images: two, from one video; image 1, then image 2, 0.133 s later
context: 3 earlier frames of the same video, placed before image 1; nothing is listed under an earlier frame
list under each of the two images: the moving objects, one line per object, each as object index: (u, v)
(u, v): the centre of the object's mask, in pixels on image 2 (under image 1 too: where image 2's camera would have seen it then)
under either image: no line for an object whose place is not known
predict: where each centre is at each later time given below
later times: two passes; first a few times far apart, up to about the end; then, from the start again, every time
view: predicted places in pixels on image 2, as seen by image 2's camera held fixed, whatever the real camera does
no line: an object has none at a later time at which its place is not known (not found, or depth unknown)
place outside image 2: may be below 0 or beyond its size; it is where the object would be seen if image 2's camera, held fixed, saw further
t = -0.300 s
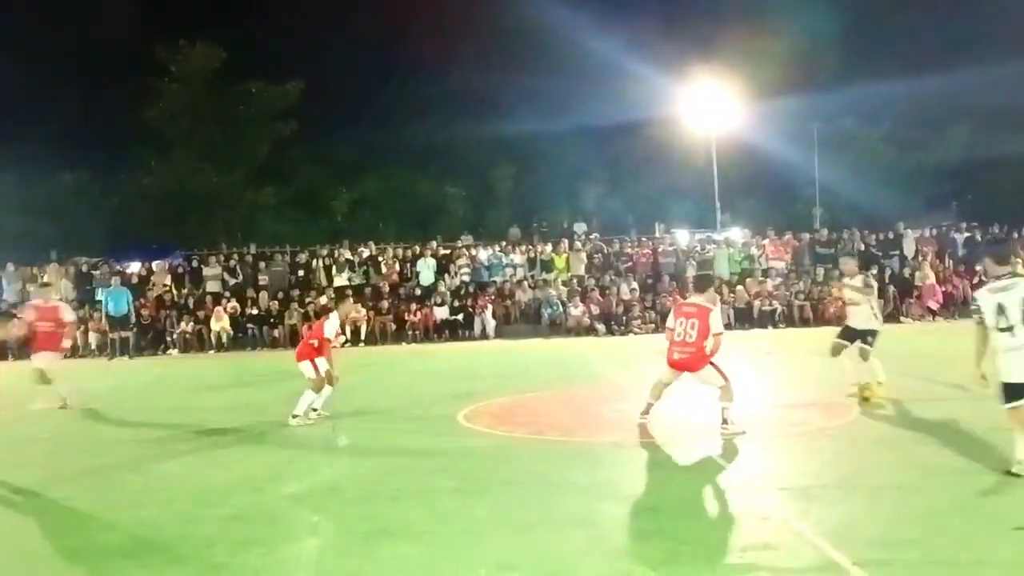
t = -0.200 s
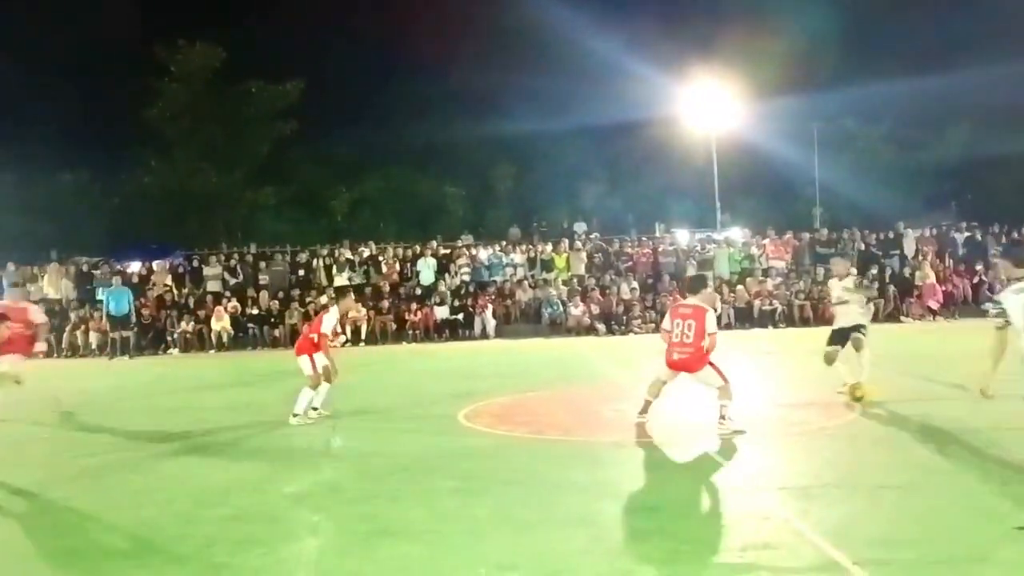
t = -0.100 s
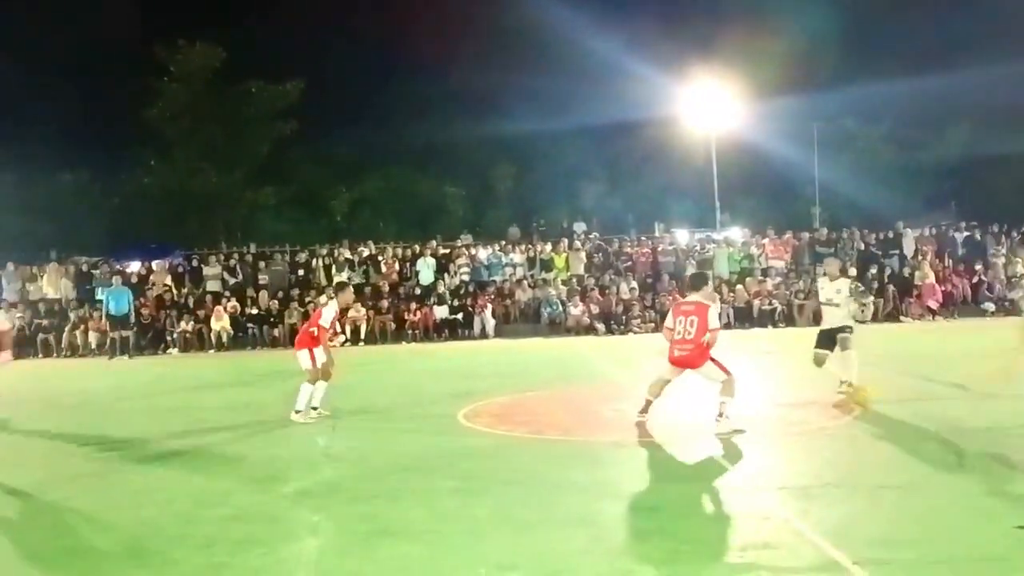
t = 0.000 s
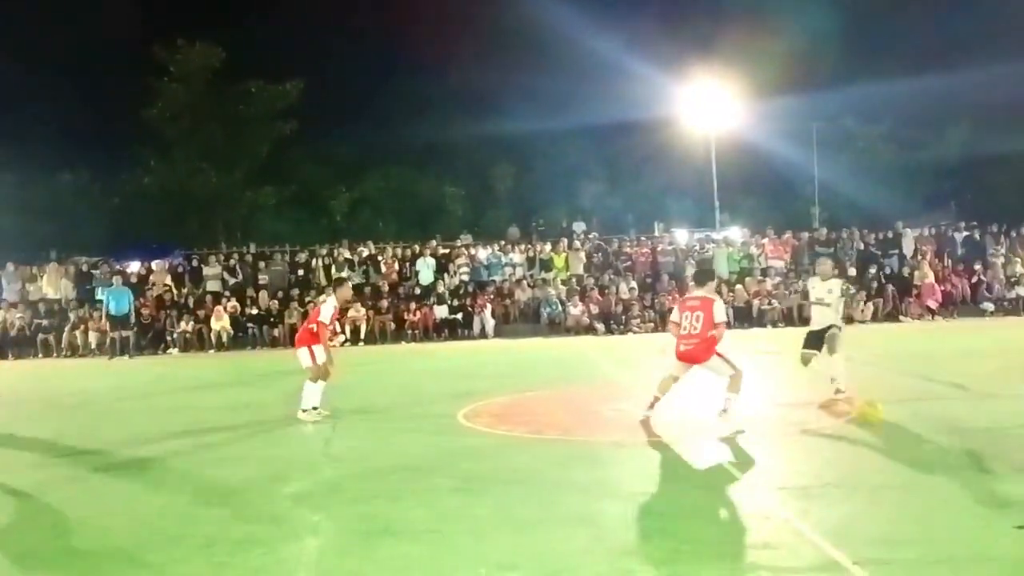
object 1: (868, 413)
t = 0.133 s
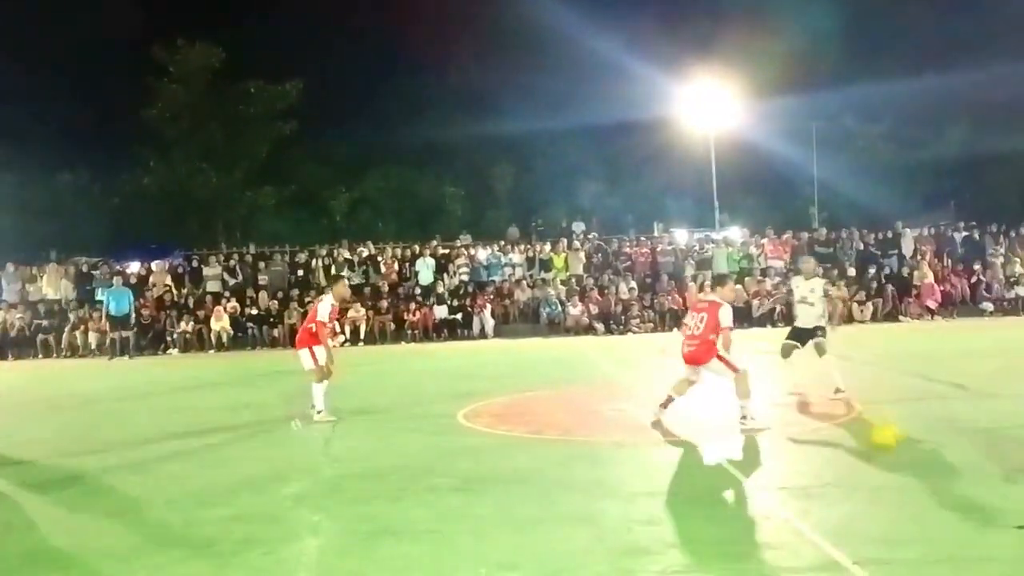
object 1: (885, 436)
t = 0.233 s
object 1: (899, 452)
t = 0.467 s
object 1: (933, 506)
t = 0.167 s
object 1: (891, 441)
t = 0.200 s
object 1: (896, 445)
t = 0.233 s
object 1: (899, 452)
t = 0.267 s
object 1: (902, 460)
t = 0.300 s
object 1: (907, 466)
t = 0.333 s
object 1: (912, 474)
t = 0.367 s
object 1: (918, 485)
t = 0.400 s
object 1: (923, 491)
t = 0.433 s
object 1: (928, 499)
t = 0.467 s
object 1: (933, 506)
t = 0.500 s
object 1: (940, 517)
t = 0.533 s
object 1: (944, 527)
